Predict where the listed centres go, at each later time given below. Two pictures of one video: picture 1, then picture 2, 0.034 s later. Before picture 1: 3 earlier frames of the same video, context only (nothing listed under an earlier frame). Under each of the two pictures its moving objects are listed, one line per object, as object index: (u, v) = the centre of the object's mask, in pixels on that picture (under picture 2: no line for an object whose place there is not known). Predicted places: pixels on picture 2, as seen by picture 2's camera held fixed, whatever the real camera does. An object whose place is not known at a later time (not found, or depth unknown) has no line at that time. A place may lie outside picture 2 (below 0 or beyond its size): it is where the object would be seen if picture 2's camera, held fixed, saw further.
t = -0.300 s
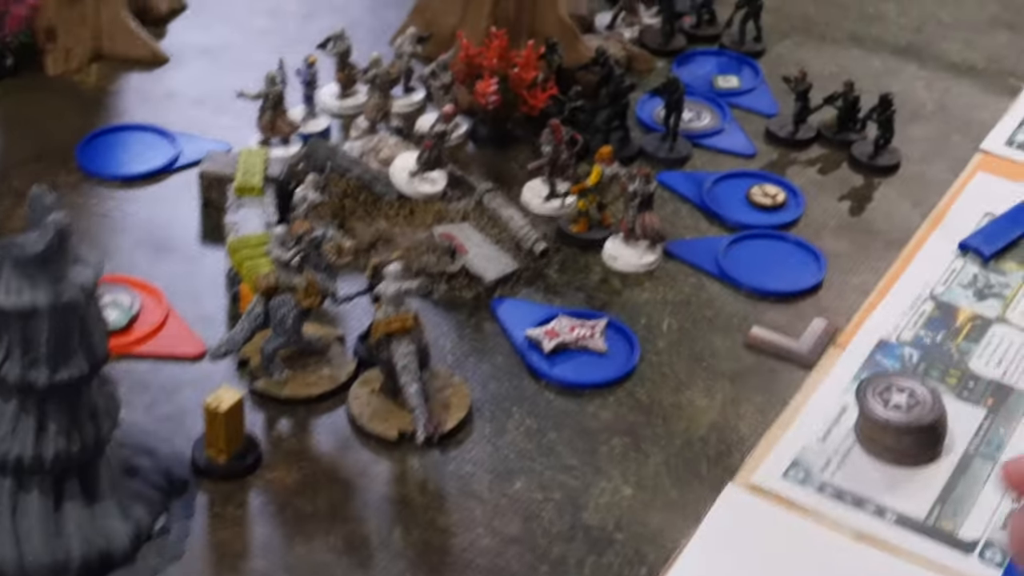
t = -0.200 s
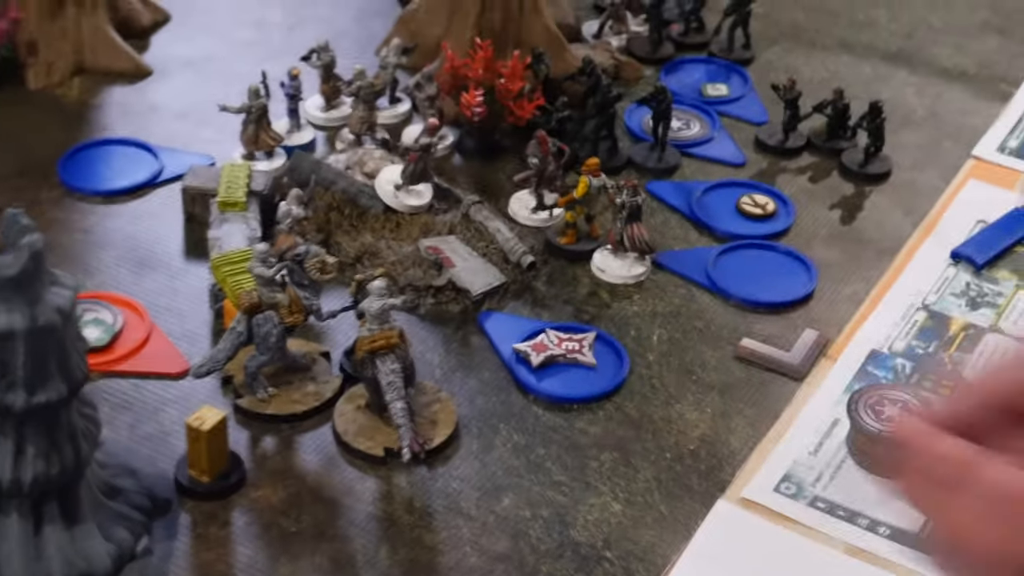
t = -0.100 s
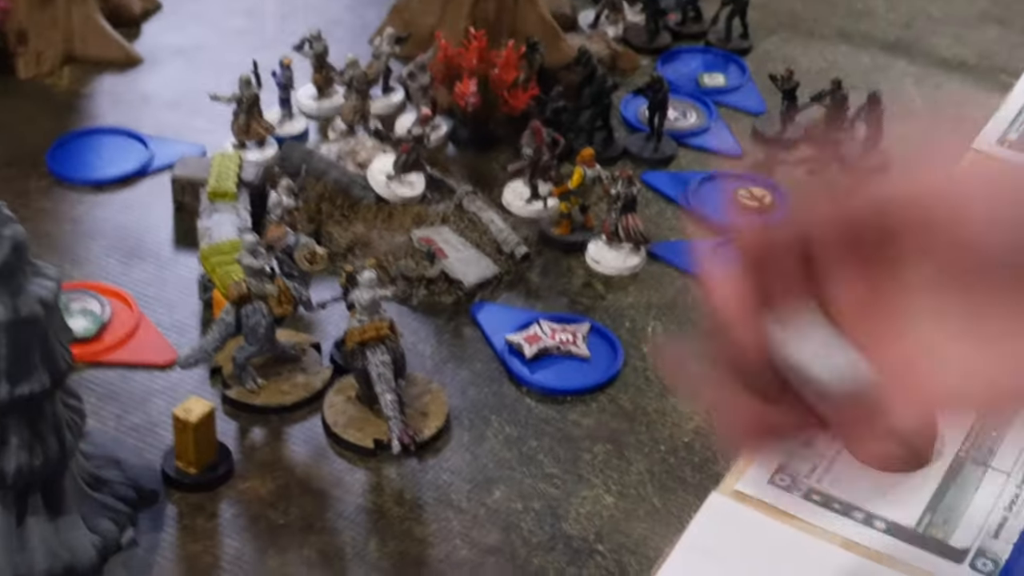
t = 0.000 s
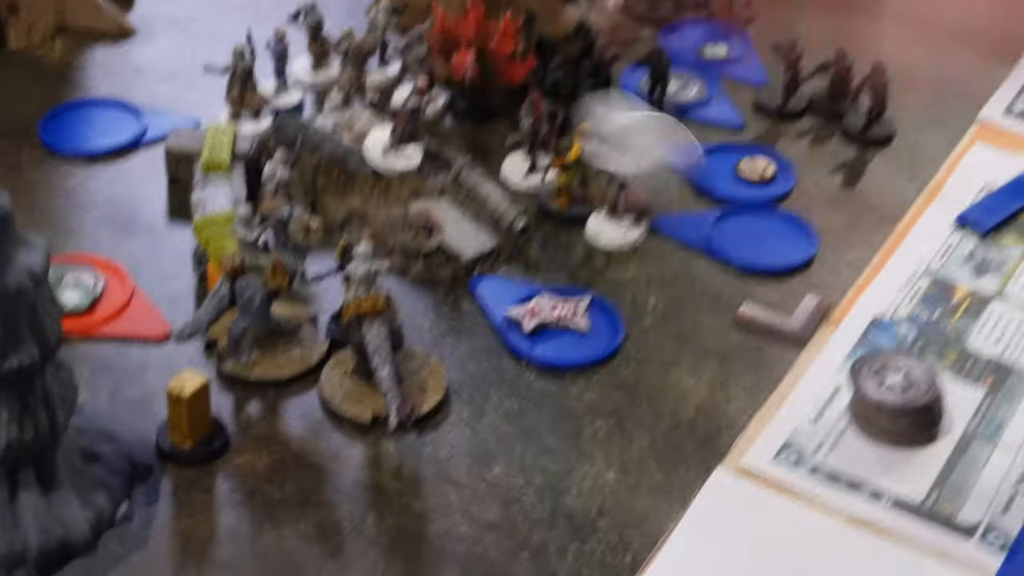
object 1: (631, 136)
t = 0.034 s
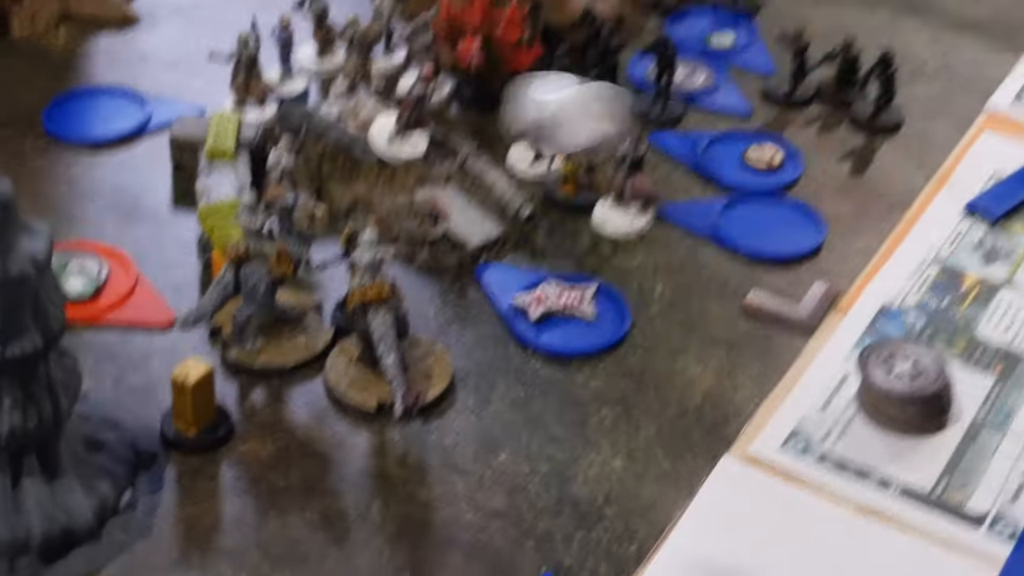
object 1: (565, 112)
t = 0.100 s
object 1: (409, 189)
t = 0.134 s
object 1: (326, 275)
